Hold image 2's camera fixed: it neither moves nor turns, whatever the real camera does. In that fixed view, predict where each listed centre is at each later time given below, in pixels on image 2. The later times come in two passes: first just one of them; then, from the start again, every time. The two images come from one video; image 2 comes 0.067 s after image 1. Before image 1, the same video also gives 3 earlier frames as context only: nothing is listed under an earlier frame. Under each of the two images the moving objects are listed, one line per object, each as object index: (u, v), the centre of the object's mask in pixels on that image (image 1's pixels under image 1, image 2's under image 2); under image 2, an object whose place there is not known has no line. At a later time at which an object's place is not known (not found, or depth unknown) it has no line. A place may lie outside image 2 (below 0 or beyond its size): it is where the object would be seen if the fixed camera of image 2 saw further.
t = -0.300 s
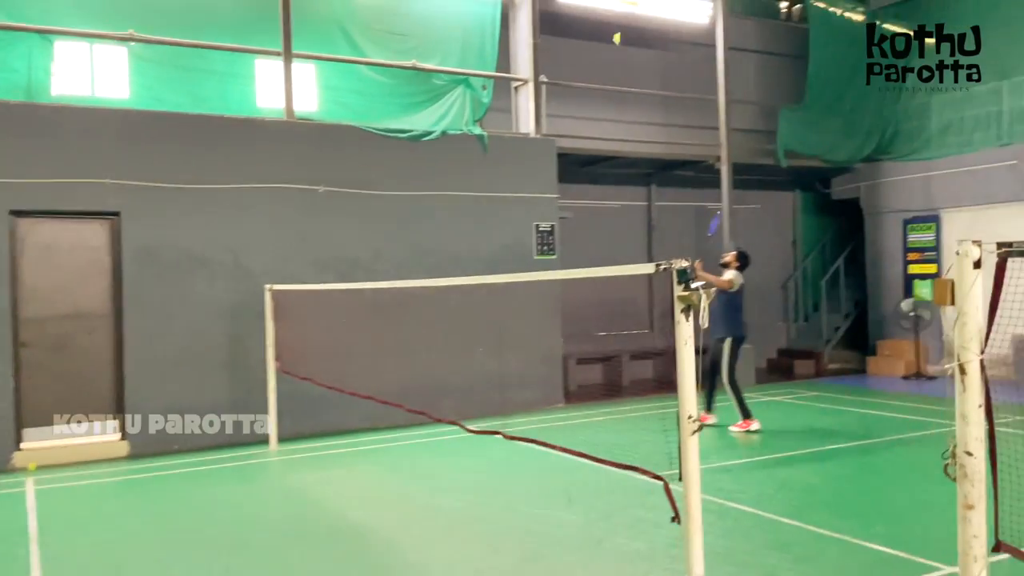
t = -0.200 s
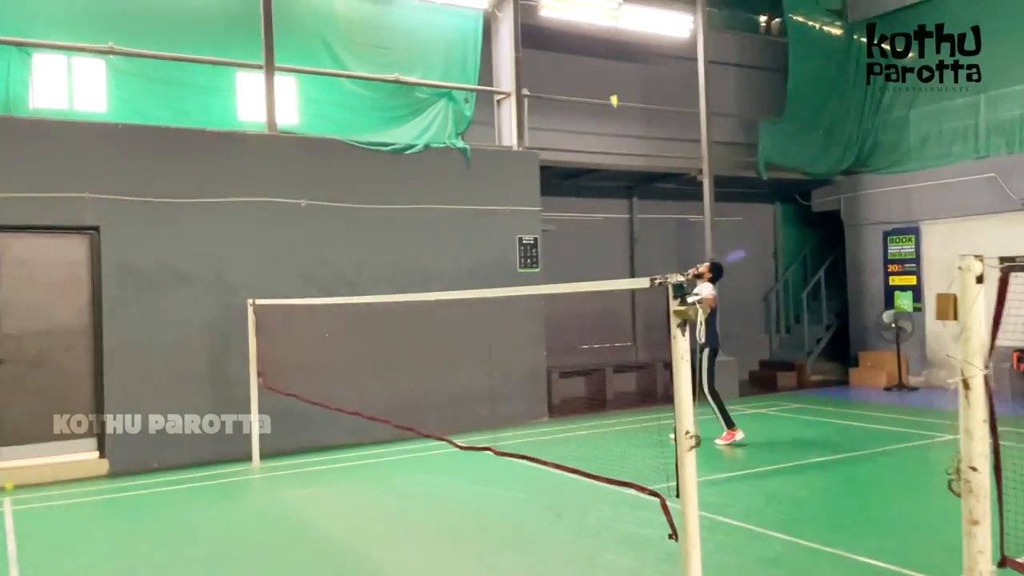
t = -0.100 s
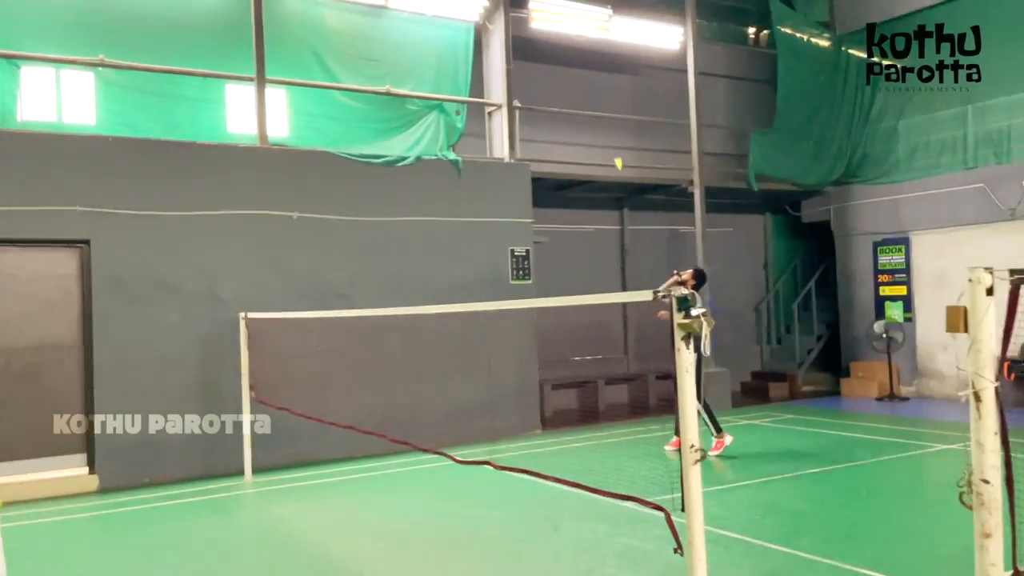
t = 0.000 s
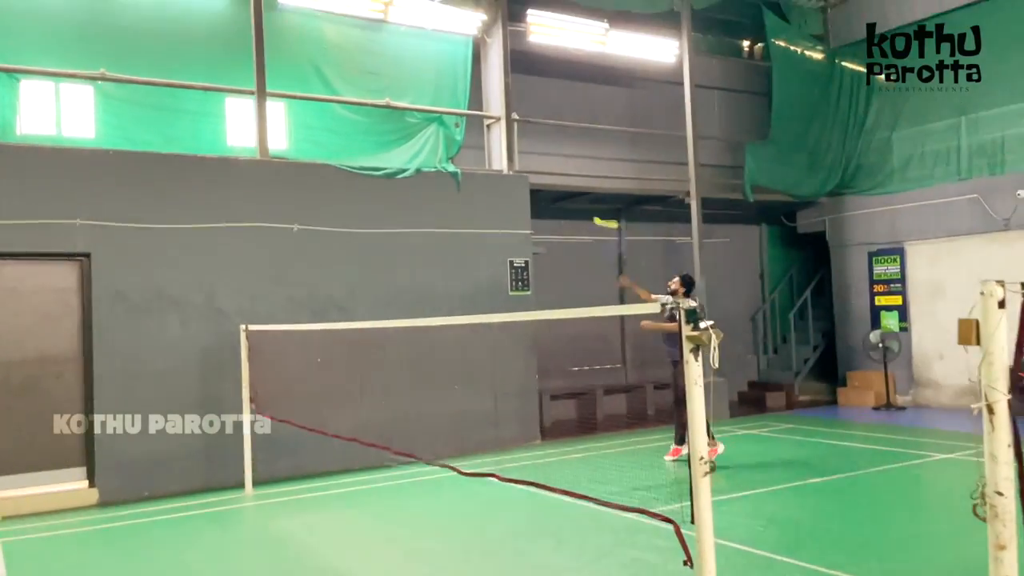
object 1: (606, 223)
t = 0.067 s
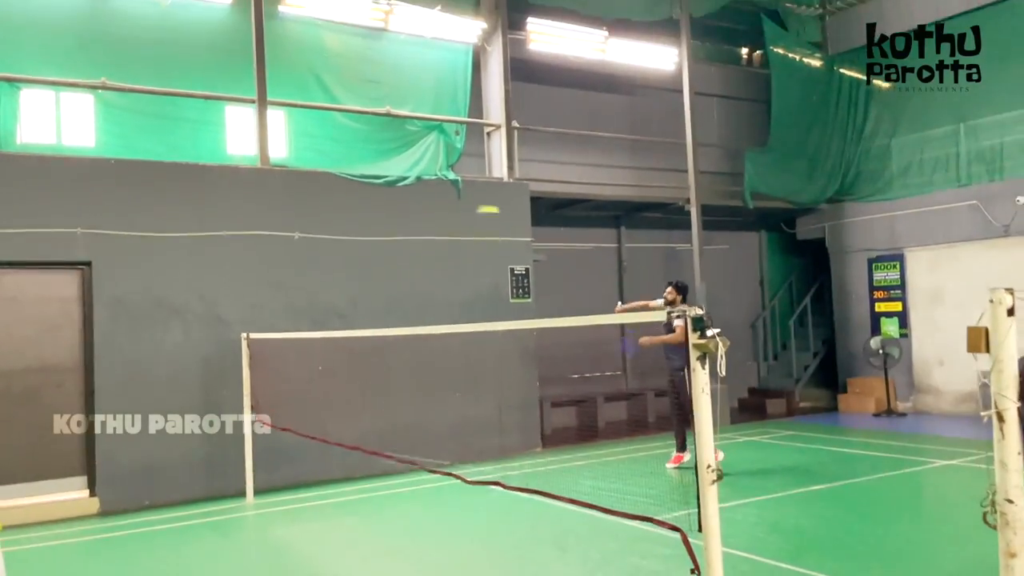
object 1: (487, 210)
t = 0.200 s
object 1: (280, 204)
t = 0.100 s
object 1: (433, 209)
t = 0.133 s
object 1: (382, 207)
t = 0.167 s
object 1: (331, 204)
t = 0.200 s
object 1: (280, 204)
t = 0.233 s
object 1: (232, 206)
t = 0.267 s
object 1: (183, 210)
